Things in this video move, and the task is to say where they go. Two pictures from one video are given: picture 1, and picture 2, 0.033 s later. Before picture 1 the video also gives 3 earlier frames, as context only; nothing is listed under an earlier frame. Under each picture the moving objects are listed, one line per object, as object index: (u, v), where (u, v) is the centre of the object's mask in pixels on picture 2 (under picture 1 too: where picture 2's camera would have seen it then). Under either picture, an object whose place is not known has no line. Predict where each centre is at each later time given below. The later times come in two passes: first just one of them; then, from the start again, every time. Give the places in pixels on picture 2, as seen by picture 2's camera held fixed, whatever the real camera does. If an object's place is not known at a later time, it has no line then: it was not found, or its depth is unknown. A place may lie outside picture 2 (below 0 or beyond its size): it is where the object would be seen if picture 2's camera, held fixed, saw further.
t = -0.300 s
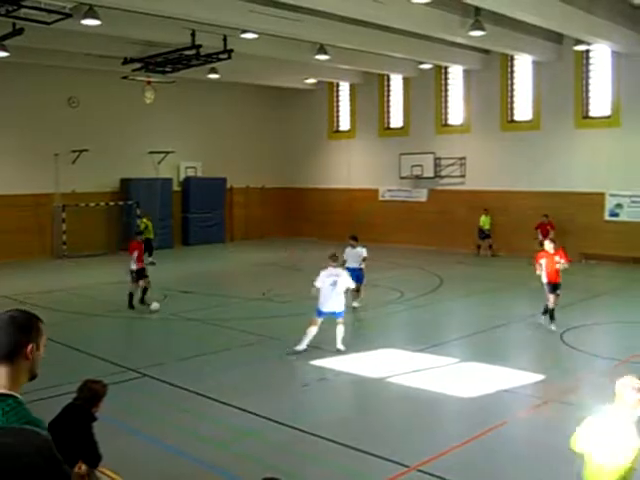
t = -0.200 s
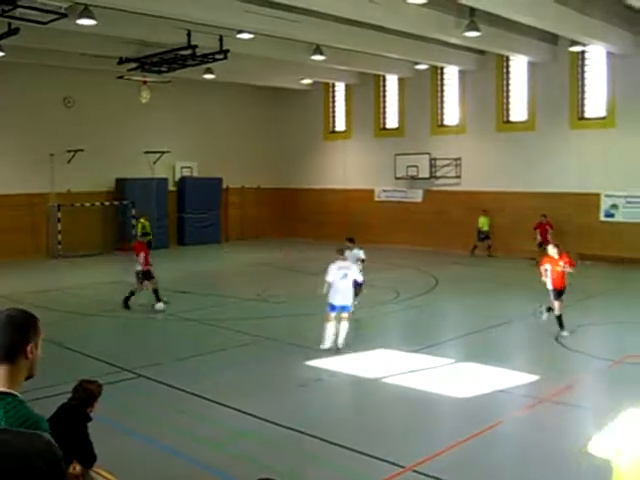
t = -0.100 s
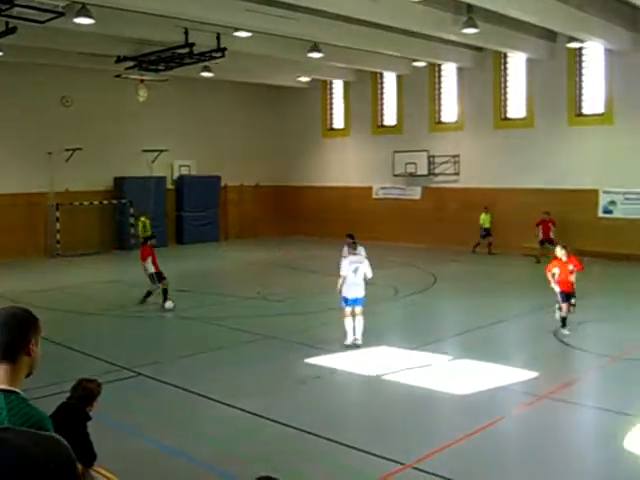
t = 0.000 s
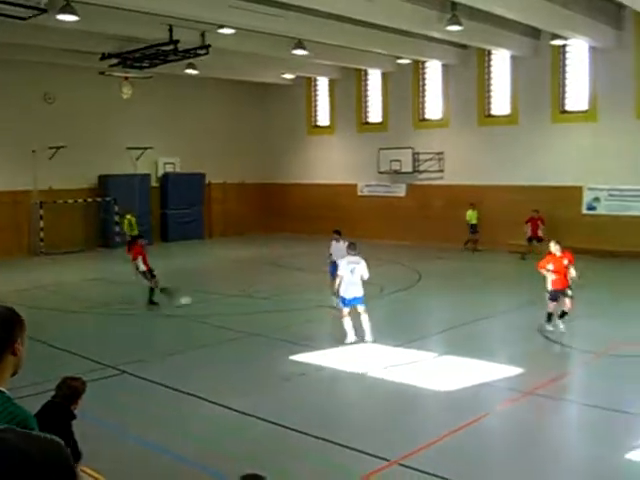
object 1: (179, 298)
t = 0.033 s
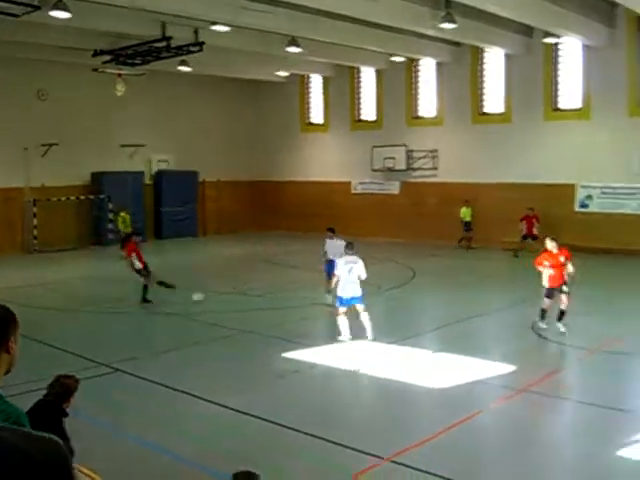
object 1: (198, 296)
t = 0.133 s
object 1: (249, 293)
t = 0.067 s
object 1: (215, 296)
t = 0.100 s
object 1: (232, 295)
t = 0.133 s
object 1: (249, 293)
